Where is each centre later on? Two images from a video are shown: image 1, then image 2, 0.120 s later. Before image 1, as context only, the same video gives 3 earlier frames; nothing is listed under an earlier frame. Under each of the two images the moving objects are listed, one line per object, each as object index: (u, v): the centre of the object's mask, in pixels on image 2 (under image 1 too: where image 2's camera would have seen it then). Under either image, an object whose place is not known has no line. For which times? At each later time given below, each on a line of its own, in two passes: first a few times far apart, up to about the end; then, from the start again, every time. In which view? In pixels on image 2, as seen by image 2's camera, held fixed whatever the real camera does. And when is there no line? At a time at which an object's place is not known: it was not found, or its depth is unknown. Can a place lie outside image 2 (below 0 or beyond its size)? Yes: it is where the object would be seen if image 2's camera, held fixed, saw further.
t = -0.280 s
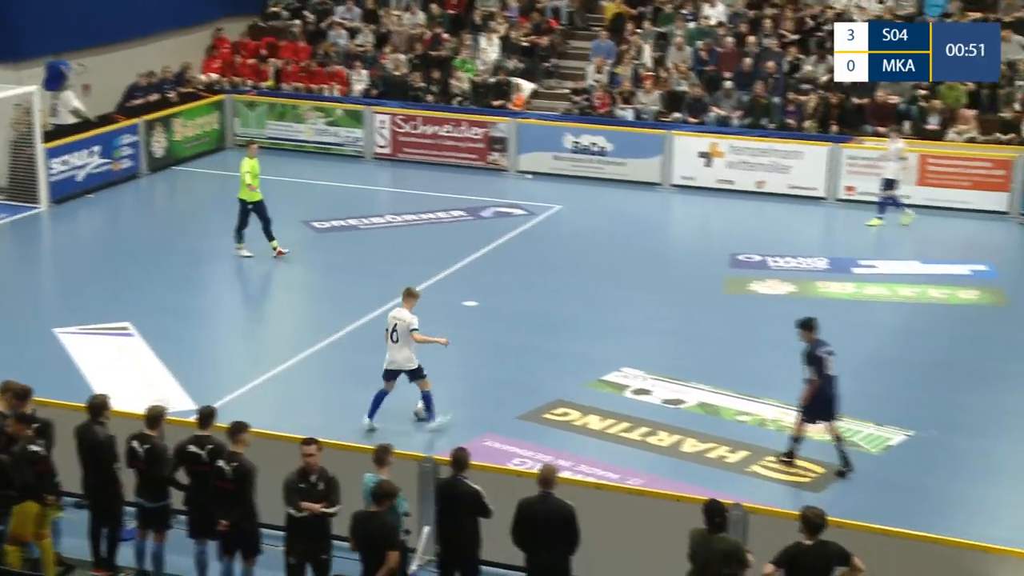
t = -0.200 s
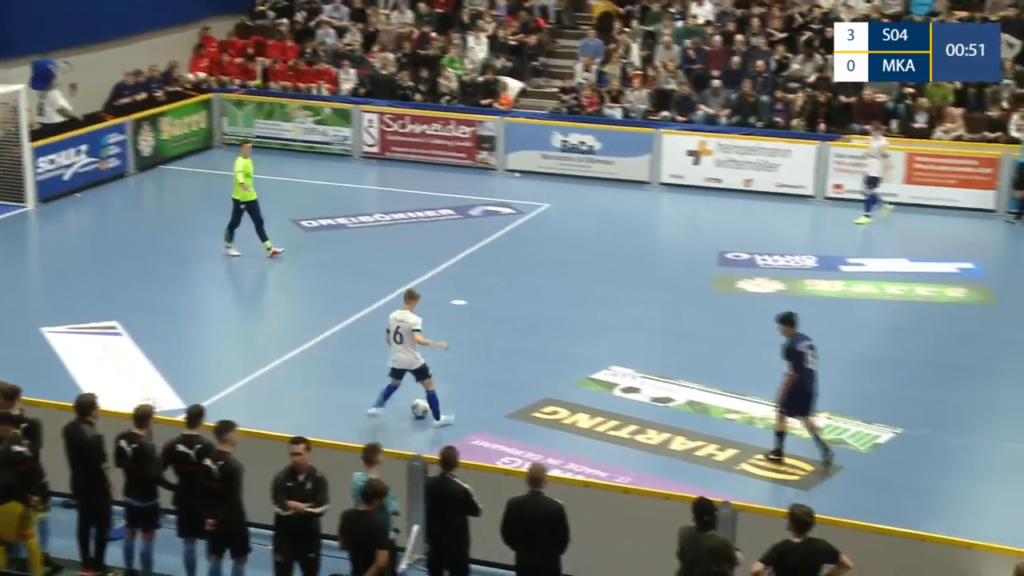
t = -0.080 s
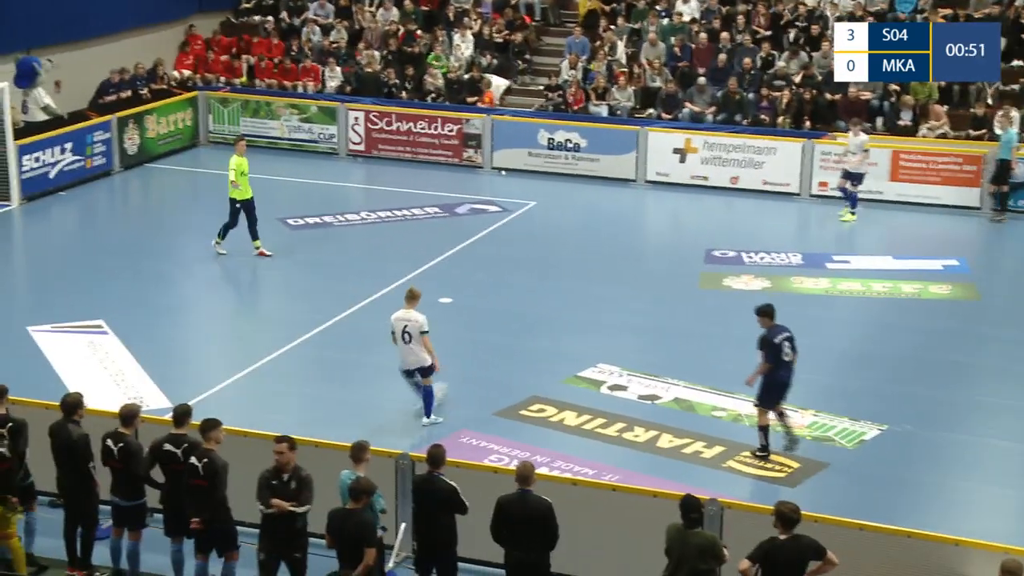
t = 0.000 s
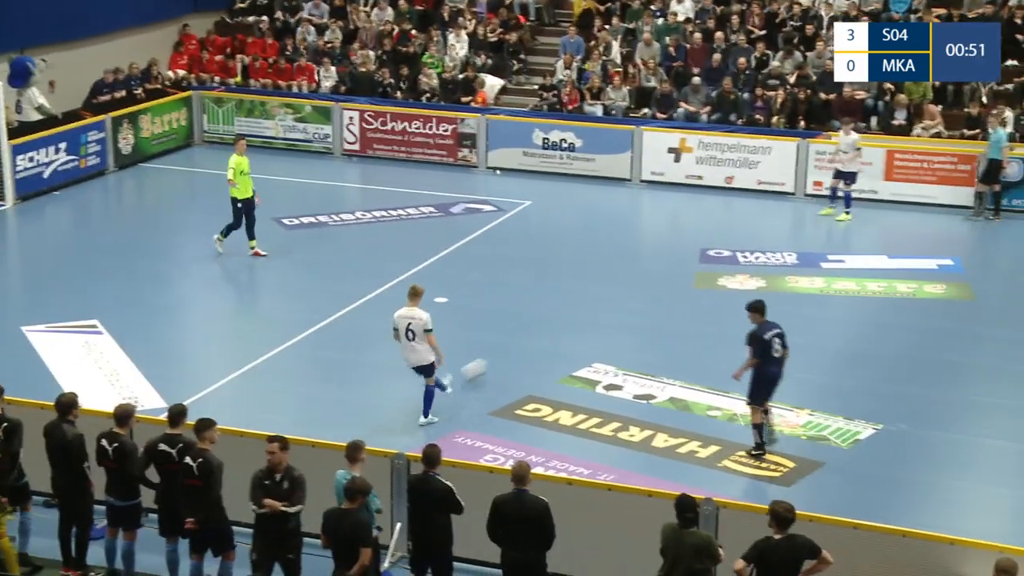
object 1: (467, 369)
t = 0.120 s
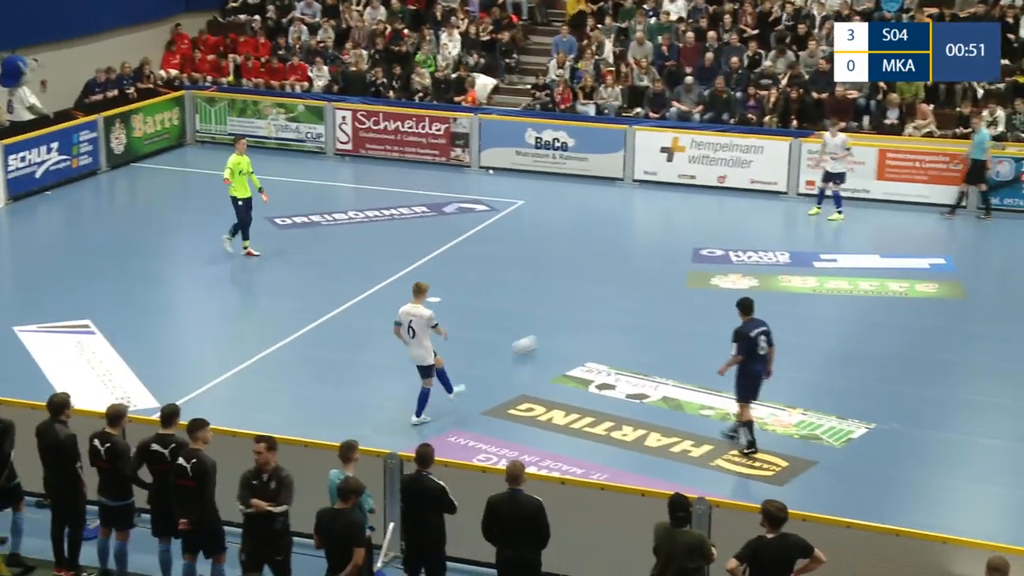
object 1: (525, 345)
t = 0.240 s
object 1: (575, 321)
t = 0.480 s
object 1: (654, 287)
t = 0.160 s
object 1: (543, 341)
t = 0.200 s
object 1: (559, 332)
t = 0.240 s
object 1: (575, 321)
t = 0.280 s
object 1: (590, 315)
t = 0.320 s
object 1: (604, 309)
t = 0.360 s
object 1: (618, 305)
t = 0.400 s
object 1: (632, 300)
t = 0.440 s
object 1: (643, 293)
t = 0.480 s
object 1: (654, 287)
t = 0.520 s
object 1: (664, 283)
